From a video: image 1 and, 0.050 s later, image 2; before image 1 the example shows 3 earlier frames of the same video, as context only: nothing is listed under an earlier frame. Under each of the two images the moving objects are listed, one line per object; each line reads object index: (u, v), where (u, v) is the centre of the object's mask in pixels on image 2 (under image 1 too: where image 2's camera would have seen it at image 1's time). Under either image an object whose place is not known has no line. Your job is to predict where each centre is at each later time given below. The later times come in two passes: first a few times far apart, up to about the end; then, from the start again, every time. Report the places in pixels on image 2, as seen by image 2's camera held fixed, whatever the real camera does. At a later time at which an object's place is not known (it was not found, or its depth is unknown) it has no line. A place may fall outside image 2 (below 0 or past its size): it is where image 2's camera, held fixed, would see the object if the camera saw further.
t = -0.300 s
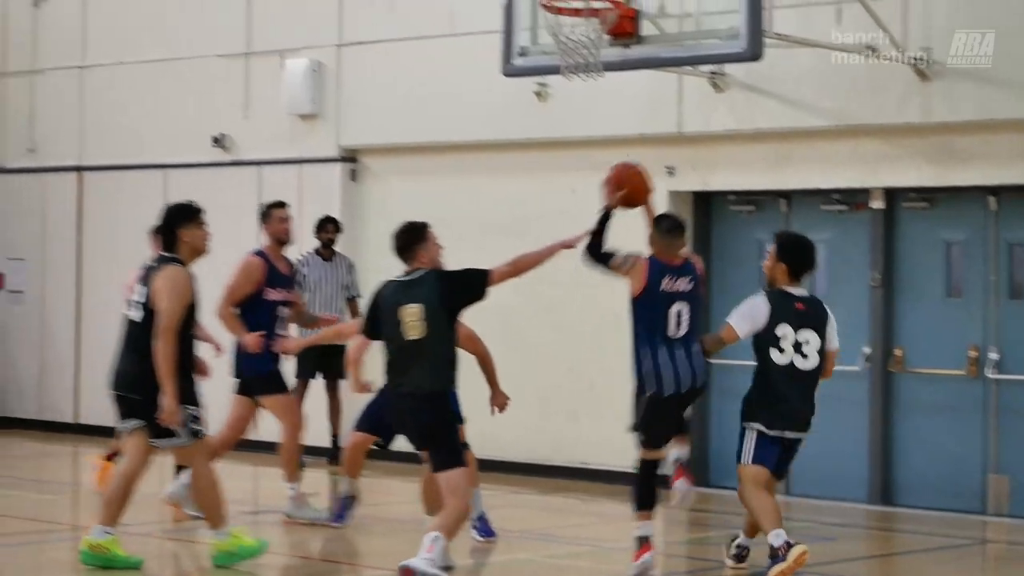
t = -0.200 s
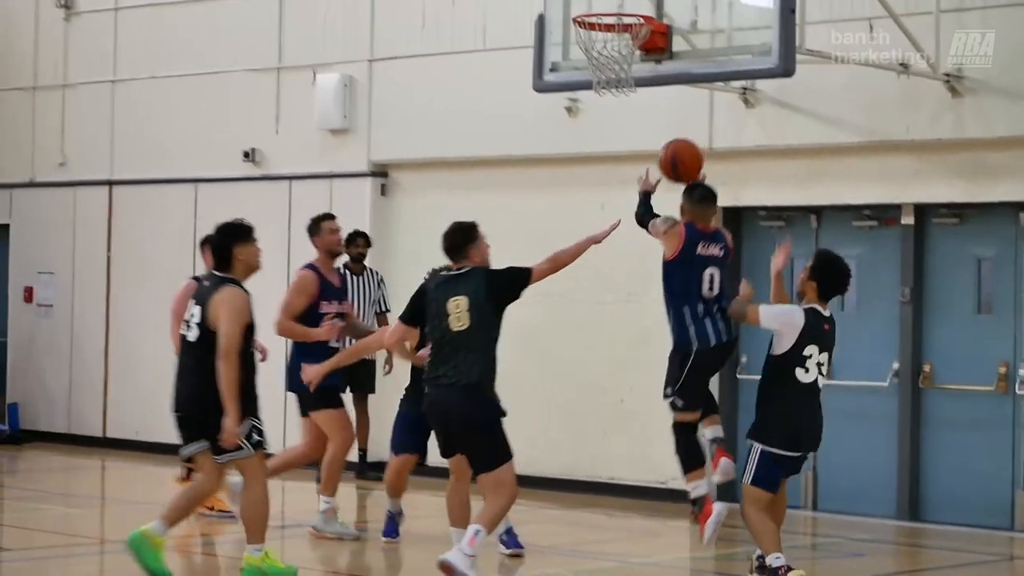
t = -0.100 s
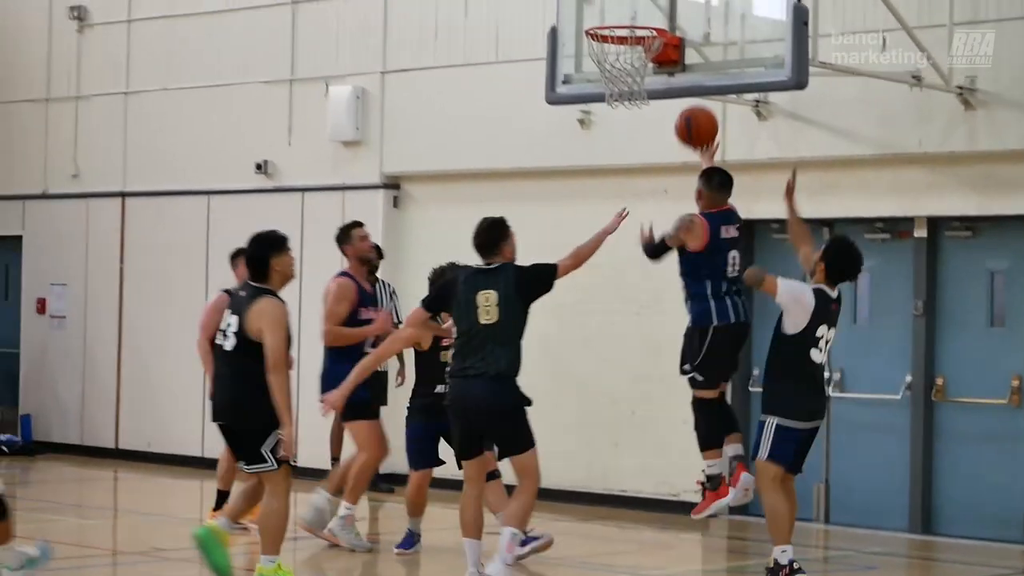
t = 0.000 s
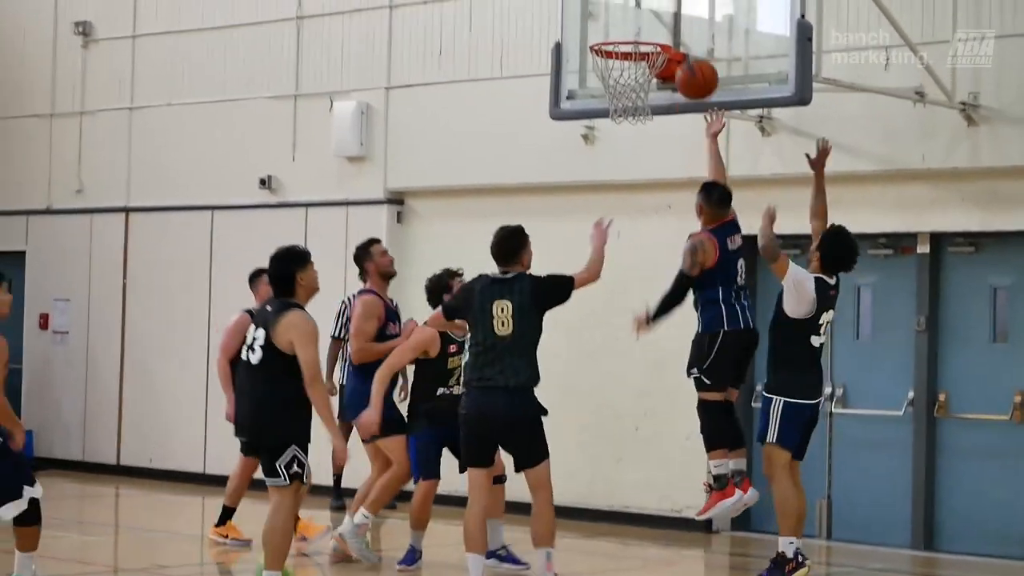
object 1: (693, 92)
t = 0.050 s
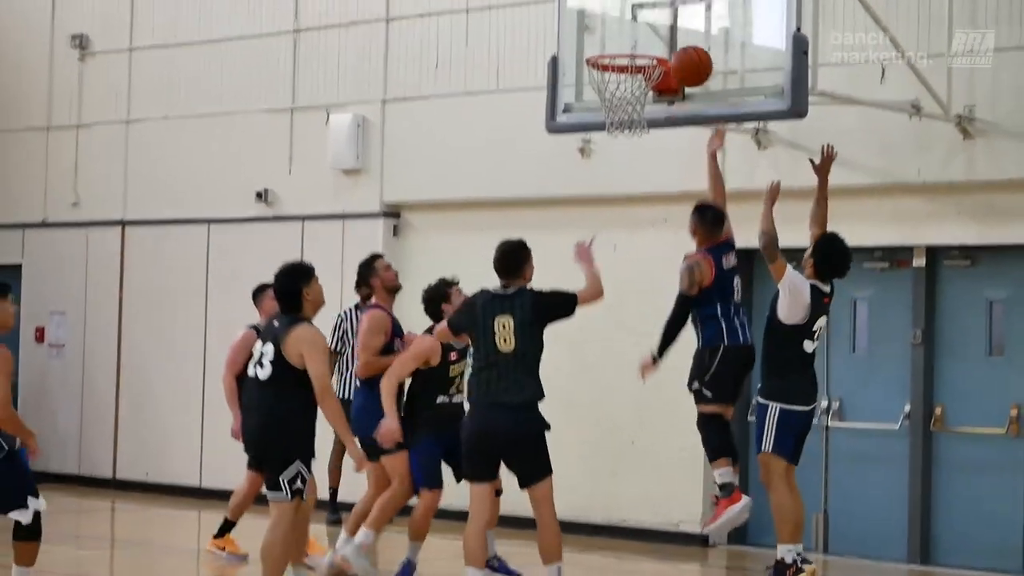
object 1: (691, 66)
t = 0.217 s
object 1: (686, 12)
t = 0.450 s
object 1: (632, 2)
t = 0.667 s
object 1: (588, 30)
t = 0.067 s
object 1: (690, 59)
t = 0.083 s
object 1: (690, 52)
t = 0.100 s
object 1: (690, 44)
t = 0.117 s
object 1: (690, 38)
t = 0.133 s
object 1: (689, 33)
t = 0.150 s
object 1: (688, 27)
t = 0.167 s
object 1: (687, 23)
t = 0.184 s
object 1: (687, 18)
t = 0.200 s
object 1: (686, 15)
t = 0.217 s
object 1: (686, 12)
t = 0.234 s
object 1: (685, 9)
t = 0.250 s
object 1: (684, 7)
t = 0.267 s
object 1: (684, 5)
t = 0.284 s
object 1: (680, 2)
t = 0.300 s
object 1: (675, 1)
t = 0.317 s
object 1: (671, -1)
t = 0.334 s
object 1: (666, -2)
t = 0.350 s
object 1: (661, -3)
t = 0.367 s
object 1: (657, -3)
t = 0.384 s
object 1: (652, -3)
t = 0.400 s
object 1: (647, -3)
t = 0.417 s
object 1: (642, -2)
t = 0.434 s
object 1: (637, 0)
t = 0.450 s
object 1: (632, 2)
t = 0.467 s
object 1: (627, 4)
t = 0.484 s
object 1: (623, 7)
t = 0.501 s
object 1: (618, 11)
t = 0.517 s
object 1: (613, 15)
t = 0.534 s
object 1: (608, 19)
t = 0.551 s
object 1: (603, 25)
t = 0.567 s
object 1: (598, 29)
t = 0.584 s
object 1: (593, 35)
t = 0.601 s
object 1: (590, 38)
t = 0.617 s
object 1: (590, 35)
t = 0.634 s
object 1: (589, 33)
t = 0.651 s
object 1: (589, 31)
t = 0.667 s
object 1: (588, 30)
